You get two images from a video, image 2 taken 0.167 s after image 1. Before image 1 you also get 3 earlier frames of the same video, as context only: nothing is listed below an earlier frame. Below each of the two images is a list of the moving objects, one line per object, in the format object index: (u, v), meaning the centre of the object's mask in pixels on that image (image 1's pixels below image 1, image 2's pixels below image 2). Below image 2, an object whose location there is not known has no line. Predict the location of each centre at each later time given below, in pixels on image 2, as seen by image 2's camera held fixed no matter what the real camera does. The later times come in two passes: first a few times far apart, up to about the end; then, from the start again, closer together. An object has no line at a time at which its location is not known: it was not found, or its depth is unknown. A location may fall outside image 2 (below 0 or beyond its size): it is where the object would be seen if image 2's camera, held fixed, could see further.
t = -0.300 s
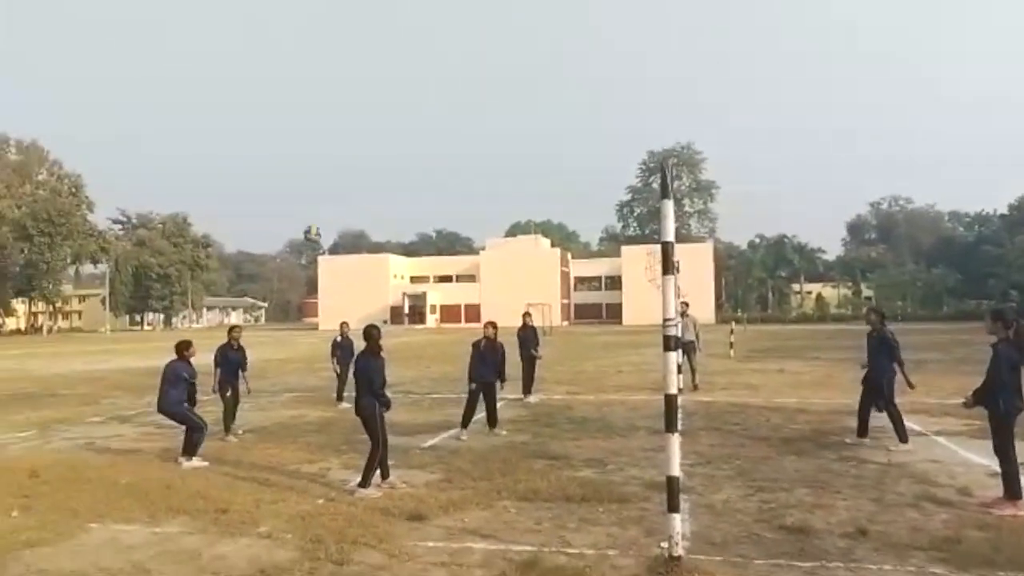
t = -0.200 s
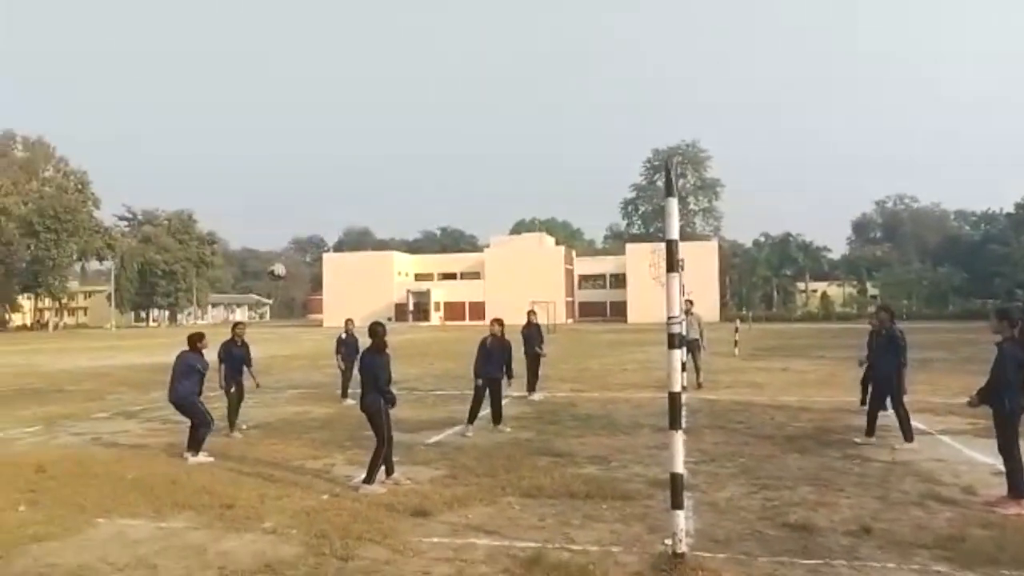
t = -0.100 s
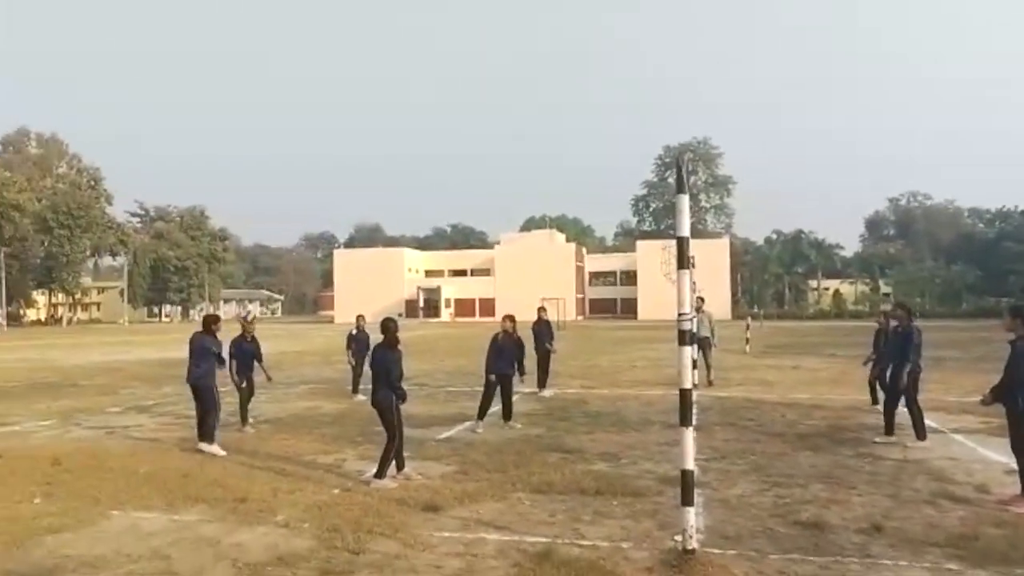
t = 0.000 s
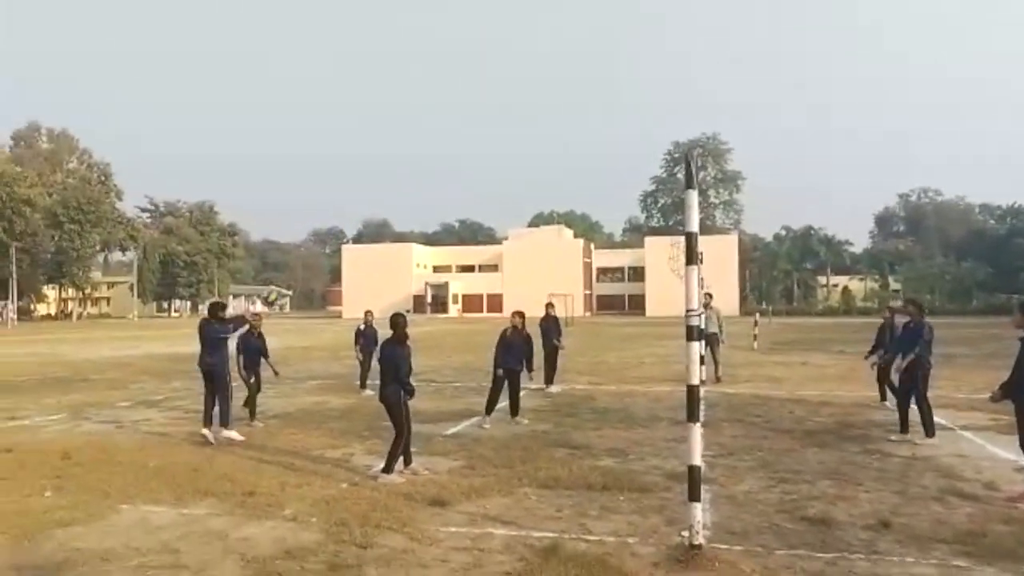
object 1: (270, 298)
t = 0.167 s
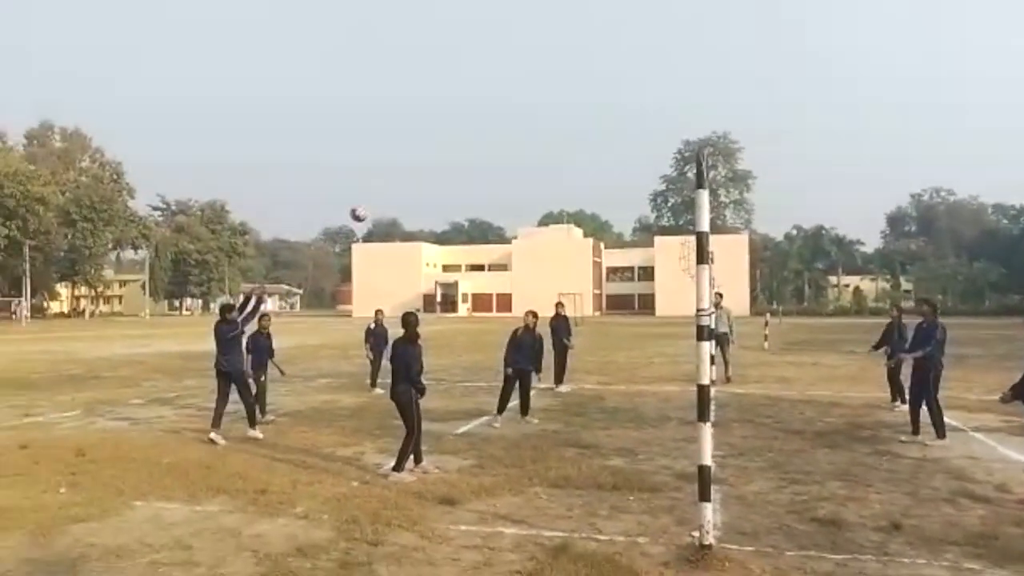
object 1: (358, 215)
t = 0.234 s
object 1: (391, 187)
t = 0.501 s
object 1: (521, 116)
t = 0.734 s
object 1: (635, 102)
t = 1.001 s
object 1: (756, 142)
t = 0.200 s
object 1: (373, 200)
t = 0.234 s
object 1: (391, 187)
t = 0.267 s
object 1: (406, 175)
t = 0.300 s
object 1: (422, 163)
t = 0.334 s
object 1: (438, 152)
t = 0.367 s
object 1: (455, 143)
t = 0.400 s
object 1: (471, 134)
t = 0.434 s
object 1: (487, 126)
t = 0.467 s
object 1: (504, 121)
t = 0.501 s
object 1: (521, 116)
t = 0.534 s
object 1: (538, 110)
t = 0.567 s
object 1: (556, 108)
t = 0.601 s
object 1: (573, 104)
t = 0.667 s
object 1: (605, 100)
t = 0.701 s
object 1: (620, 100)
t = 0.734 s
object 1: (635, 102)
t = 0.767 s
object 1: (650, 104)
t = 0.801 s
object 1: (666, 107)
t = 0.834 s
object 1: (683, 109)
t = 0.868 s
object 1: (698, 113)
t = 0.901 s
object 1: (714, 119)
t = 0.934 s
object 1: (728, 126)
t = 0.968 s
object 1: (742, 134)
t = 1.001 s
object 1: (756, 142)
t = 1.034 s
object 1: (770, 151)
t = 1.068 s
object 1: (785, 163)
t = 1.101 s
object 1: (799, 175)
